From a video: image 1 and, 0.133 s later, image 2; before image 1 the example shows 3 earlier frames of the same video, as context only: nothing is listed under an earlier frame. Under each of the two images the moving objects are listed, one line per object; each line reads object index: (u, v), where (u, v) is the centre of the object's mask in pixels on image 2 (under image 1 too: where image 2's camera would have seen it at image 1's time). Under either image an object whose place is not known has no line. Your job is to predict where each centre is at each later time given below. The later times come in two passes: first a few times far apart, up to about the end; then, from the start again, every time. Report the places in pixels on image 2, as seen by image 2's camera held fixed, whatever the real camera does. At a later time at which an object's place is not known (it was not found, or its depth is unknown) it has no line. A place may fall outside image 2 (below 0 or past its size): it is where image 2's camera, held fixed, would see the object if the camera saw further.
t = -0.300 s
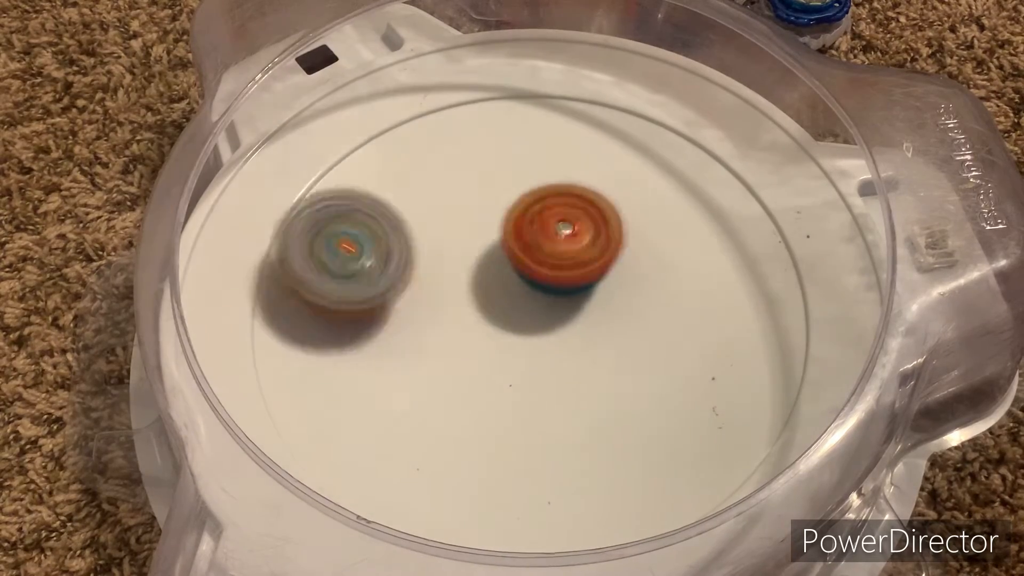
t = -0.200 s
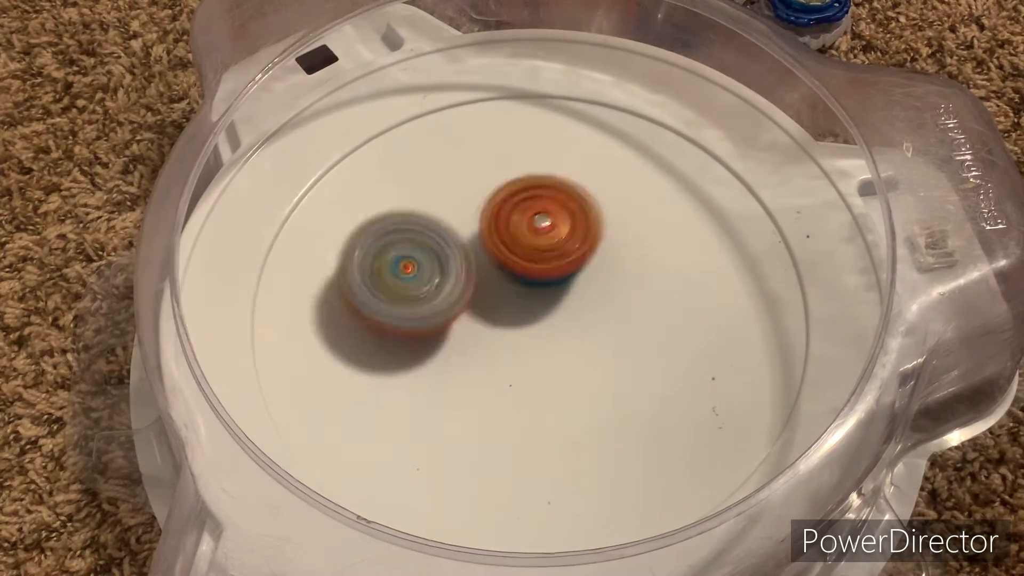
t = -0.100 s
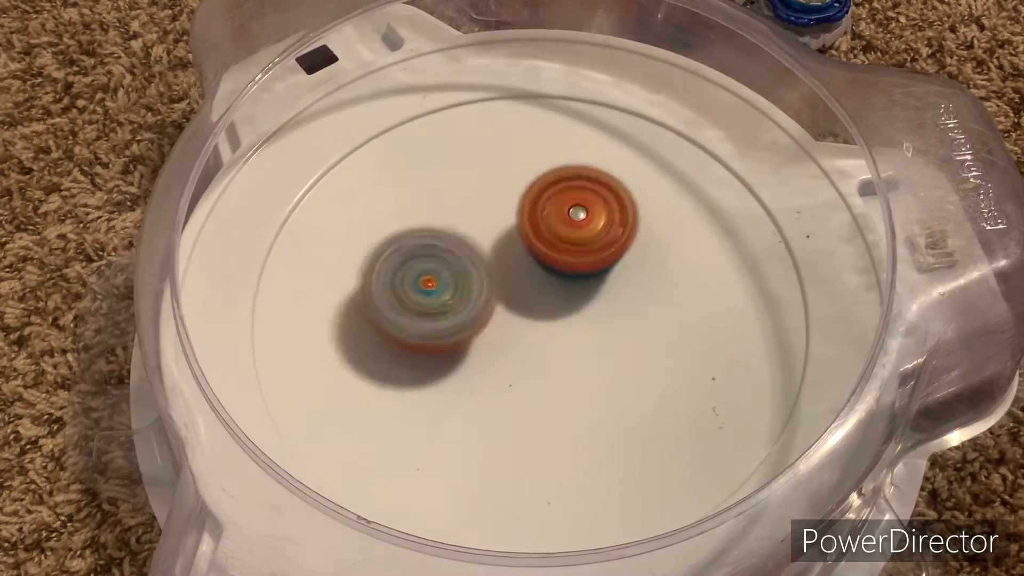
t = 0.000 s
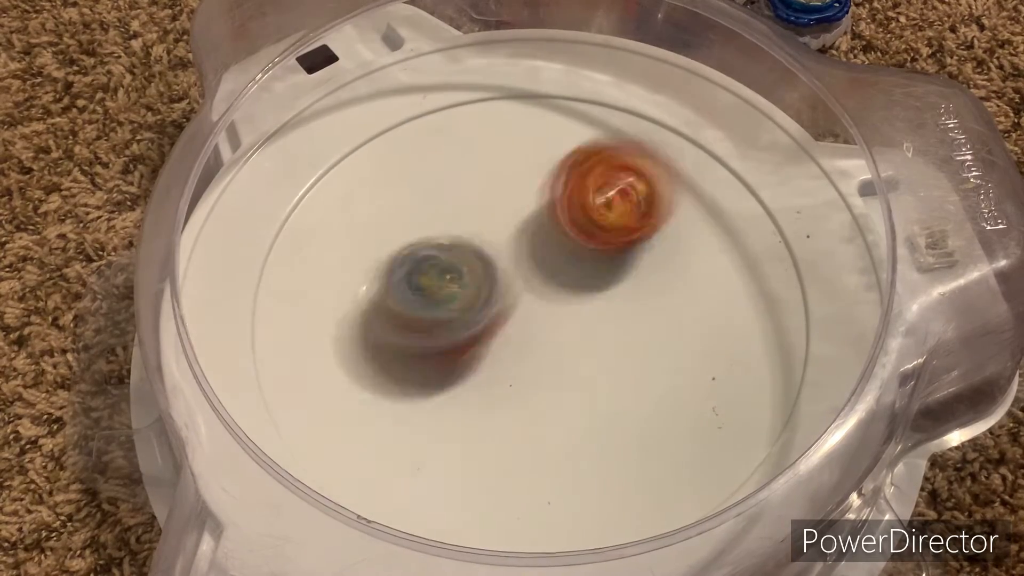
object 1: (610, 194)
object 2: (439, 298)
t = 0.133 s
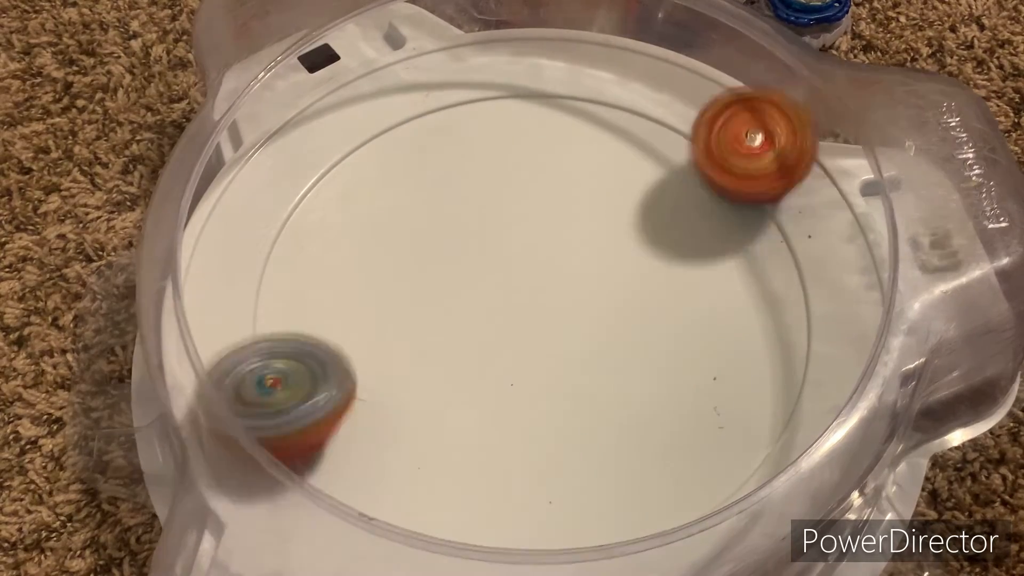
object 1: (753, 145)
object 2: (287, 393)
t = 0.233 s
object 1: (697, 223)
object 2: (276, 448)
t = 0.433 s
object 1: (567, 338)
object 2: (285, 502)
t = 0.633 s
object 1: (543, 408)
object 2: (376, 460)
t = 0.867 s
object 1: (764, 379)
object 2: (370, 352)
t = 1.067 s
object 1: (760, 319)
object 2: (404, 273)
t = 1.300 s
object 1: (642, 268)
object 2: (454, 209)
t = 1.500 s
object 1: (554, 267)
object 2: (479, 160)
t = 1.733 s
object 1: (449, 264)
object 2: (525, 135)
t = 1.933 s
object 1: (391, 277)
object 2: (585, 157)
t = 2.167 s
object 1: (400, 305)
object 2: (641, 222)
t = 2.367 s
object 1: (467, 315)
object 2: (659, 284)
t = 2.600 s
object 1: (519, 294)
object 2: (677, 355)
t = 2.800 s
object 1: (543, 270)
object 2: (653, 398)
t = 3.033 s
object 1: (556, 248)
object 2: (564, 416)
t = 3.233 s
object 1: (550, 253)
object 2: (482, 393)
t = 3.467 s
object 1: (547, 281)
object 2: (423, 346)
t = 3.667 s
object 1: (570, 299)
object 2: (410, 293)
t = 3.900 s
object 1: (587, 311)
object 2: (436, 233)
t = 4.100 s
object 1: (576, 308)
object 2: (486, 201)
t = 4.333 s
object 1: (536, 324)
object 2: (559, 184)
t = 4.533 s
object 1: (514, 352)
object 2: (616, 194)
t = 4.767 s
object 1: (500, 357)
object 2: (657, 242)
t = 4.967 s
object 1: (501, 332)
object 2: (658, 303)
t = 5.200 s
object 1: (465, 283)
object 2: (651, 367)
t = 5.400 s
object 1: (453, 250)
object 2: (603, 396)
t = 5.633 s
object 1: (475, 231)
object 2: (515, 386)
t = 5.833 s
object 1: (516, 236)
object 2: (459, 351)
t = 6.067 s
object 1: (581, 239)
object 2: (419, 304)
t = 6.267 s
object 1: (617, 265)
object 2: (432, 256)
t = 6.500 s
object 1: (621, 311)
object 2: (481, 221)
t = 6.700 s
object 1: (591, 346)
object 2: (540, 216)
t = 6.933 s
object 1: (526, 357)
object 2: (601, 236)
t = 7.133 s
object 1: (471, 339)
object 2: (631, 277)
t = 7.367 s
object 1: (442, 298)
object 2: (628, 330)
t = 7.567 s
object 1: (456, 261)
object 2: (590, 363)
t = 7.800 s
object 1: (505, 237)
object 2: (518, 369)
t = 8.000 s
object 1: (558, 240)
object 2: (465, 345)
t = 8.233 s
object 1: (605, 269)
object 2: (440, 296)
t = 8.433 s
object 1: (618, 308)
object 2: (450, 254)
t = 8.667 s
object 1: (593, 346)
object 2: (496, 223)
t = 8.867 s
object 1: (543, 355)
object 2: (548, 226)
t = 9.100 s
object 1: (481, 331)
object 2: (600, 254)
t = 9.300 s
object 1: (455, 293)
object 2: (620, 290)
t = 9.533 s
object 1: (465, 254)
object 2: (608, 337)
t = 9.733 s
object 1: (504, 238)
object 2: (568, 359)
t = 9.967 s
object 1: (571, 222)
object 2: (495, 376)
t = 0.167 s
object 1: (739, 172)
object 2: (284, 412)
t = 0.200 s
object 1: (719, 199)
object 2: (280, 432)
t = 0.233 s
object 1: (697, 223)
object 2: (276, 448)
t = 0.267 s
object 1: (674, 246)
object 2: (276, 460)
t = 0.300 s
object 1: (650, 268)
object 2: (281, 469)
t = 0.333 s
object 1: (625, 290)
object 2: (284, 481)
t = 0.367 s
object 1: (602, 307)
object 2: (284, 489)
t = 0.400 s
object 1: (583, 323)
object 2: (283, 496)
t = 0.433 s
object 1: (567, 338)
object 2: (285, 502)
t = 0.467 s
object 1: (554, 351)
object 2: (291, 503)
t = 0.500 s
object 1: (546, 362)
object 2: (302, 501)
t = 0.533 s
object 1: (542, 374)
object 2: (316, 495)
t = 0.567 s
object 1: (540, 385)
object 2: (333, 486)
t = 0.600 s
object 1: (541, 396)
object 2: (361, 461)
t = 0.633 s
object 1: (543, 408)
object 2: (376, 460)
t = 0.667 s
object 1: (545, 419)
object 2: (398, 453)
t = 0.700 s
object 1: (600, 421)
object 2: (377, 438)
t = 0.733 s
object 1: (654, 417)
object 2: (364, 419)
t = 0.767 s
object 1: (697, 410)
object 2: (362, 401)
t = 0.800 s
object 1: (730, 400)
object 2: (364, 383)
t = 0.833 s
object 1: (751, 390)
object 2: (367, 366)
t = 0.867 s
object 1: (764, 379)
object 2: (370, 352)
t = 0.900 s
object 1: (772, 370)
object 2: (374, 338)
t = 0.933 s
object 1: (776, 360)
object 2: (379, 324)
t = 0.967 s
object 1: (778, 350)
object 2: (384, 311)
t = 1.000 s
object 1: (775, 339)
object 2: (391, 297)
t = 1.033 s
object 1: (769, 329)
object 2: (397, 285)
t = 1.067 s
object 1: (760, 319)
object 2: (404, 273)
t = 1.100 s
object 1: (748, 309)
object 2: (411, 261)
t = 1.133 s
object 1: (733, 300)
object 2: (418, 251)
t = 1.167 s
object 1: (717, 293)
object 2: (424, 242)
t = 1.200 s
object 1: (699, 285)
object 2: (431, 232)
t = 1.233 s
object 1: (680, 279)
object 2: (439, 225)
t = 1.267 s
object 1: (661, 273)
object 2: (447, 216)
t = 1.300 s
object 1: (642, 268)
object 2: (454, 209)
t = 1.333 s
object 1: (623, 264)
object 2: (462, 202)
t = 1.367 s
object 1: (604, 261)
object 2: (470, 197)
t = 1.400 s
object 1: (587, 259)
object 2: (477, 190)
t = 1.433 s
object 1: (579, 264)
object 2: (474, 176)
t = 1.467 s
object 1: (568, 266)
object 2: (476, 166)
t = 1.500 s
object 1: (554, 267)
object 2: (479, 160)
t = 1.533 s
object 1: (538, 265)
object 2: (484, 153)
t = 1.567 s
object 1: (522, 264)
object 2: (490, 148)
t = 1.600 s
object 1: (507, 263)
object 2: (496, 145)
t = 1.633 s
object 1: (491, 263)
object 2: (503, 139)
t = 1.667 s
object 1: (476, 263)
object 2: (510, 136)
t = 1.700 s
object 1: (462, 263)
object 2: (517, 135)
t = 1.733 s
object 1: (449, 264)
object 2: (525, 135)
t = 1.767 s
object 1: (437, 265)
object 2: (534, 134)
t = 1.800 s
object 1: (424, 266)
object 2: (543, 137)
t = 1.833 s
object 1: (414, 267)
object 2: (554, 140)
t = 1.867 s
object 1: (405, 270)
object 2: (565, 144)
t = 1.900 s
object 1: (397, 274)
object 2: (575, 150)
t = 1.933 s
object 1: (391, 277)
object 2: (585, 157)
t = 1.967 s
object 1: (387, 280)
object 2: (595, 164)
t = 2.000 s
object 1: (384, 284)
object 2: (604, 171)
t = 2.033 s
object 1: (383, 289)
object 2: (613, 180)
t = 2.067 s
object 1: (384, 293)
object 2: (622, 190)
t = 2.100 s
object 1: (388, 297)
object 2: (629, 200)
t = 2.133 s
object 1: (393, 302)
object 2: (635, 211)
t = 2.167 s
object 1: (400, 305)
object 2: (641, 222)
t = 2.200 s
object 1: (409, 308)
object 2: (647, 232)
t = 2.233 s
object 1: (419, 311)
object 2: (652, 242)
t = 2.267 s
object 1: (430, 313)
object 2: (655, 251)
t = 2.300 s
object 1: (442, 315)
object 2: (657, 262)
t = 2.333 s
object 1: (454, 315)
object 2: (659, 272)
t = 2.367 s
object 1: (467, 315)
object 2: (659, 284)
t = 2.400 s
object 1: (481, 315)
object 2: (659, 293)
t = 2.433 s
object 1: (494, 314)
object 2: (658, 304)
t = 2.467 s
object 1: (508, 313)
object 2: (656, 314)
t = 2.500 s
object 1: (513, 308)
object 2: (662, 325)
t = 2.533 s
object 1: (511, 303)
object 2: (671, 335)
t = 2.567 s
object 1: (514, 298)
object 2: (675, 345)
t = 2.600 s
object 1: (519, 294)
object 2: (677, 355)
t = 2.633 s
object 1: (523, 290)
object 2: (676, 363)
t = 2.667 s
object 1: (527, 286)
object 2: (673, 371)
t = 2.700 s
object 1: (531, 282)
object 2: (670, 379)
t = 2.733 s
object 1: (535, 278)
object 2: (665, 386)
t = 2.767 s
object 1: (539, 274)
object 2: (660, 392)
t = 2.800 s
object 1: (543, 270)
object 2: (653, 398)
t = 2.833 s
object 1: (546, 266)
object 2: (644, 404)
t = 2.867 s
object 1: (548, 261)
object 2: (633, 407)
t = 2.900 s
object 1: (550, 258)
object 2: (621, 411)
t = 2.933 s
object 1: (553, 255)
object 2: (609, 414)
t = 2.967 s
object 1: (554, 252)
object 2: (595, 416)
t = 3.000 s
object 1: (555, 250)
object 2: (580, 416)
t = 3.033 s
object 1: (556, 248)
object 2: (564, 416)
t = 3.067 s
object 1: (556, 247)
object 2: (550, 413)
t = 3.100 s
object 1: (555, 247)
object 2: (535, 411)
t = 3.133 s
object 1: (555, 247)
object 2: (522, 407)
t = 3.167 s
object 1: (553, 247)
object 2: (509, 404)
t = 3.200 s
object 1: (551, 250)
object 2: (495, 399)
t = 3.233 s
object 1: (550, 253)
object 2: (482, 393)
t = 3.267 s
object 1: (549, 255)
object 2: (472, 387)
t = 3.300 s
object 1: (548, 259)
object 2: (461, 380)
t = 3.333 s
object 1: (546, 263)
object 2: (453, 374)
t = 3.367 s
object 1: (545, 268)
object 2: (445, 366)
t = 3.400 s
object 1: (543, 273)
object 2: (438, 357)
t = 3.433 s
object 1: (543, 278)
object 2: (432, 351)
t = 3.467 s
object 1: (547, 281)
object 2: (423, 346)
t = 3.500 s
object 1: (551, 284)
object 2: (419, 340)
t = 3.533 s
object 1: (555, 287)
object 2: (415, 330)
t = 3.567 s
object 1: (559, 290)
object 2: (411, 320)
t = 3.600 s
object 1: (563, 293)
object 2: (410, 312)
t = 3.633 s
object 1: (566, 296)
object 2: (408, 302)
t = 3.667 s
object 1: (570, 299)
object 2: (410, 293)
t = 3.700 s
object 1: (573, 302)
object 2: (412, 283)
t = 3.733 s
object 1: (577, 305)
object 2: (413, 274)
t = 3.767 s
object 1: (580, 307)
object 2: (417, 265)
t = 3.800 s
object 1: (582, 309)
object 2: (421, 256)
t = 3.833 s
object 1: (584, 310)
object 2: (426, 249)
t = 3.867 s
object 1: (586, 311)
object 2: (431, 240)
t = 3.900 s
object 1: (587, 311)
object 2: (436, 233)
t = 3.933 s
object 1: (588, 311)
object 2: (444, 226)
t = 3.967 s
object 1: (588, 310)
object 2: (451, 221)
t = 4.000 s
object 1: (586, 310)
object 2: (461, 215)
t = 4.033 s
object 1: (584, 309)
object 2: (469, 209)
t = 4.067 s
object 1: (580, 308)
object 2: (476, 204)
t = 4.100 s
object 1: (576, 308)
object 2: (486, 201)
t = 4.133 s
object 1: (571, 307)
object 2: (495, 199)
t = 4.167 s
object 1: (566, 307)
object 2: (506, 194)
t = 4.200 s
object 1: (560, 308)
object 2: (514, 193)
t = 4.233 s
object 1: (553, 308)
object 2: (525, 192)
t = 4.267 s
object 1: (547, 311)
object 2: (536, 191)
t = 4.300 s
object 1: (540, 318)
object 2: (549, 185)
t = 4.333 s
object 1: (536, 324)
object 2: (559, 184)
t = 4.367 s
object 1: (532, 330)
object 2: (568, 184)
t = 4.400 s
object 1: (528, 335)
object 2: (579, 184)
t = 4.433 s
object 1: (525, 340)
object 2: (588, 184)
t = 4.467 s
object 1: (521, 345)
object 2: (598, 186)
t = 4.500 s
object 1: (518, 348)
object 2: (606, 190)
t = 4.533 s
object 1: (514, 352)
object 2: (616, 194)
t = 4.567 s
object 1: (511, 354)
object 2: (623, 198)
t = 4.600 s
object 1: (508, 357)
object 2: (631, 203)
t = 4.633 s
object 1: (505, 358)
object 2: (637, 211)
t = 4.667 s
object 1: (503, 360)
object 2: (645, 218)
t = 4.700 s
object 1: (501, 360)
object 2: (649, 225)
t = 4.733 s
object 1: (501, 359)
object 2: (653, 234)
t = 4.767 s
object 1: (500, 357)
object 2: (657, 242)
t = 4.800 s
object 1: (499, 355)
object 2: (660, 253)
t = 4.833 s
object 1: (499, 351)
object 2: (661, 262)
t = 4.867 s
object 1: (500, 347)
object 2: (660, 274)
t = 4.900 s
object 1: (500, 343)
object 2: (659, 284)
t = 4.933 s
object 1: (501, 338)
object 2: (659, 294)
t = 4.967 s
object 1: (501, 332)
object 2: (658, 303)
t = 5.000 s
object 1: (502, 327)
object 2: (652, 316)
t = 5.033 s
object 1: (503, 321)
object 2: (649, 325)
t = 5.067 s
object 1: (492, 311)
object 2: (654, 335)
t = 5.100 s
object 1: (481, 302)
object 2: (656, 343)
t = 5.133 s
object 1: (475, 295)
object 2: (655, 353)
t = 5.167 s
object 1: (470, 289)
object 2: (653, 361)
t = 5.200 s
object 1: (465, 283)
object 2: (651, 367)
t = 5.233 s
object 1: (461, 277)
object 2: (645, 374)
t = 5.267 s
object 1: (458, 271)
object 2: (639, 380)
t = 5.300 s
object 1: (455, 266)
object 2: (633, 385)
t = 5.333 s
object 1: (453, 261)
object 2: (623, 389)
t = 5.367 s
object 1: (453, 255)
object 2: (613, 393)
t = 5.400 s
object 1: (453, 250)
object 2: (603, 396)
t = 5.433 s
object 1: (454, 246)
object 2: (589, 397)
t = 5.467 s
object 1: (456, 242)
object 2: (576, 398)
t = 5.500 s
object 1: (459, 239)
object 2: (563, 397)
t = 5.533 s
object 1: (462, 236)
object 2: (550, 395)
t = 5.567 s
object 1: (465, 234)
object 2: (536, 393)
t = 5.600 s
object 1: (469, 232)
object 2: (524, 390)
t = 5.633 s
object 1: (475, 231)
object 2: (515, 386)
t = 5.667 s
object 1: (481, 231)
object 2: (502, 381)
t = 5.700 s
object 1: (487, 231)
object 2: (492, 376)
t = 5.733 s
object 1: (493, 232)
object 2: (483, 370)
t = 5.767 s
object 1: (500, 233)
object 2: (473, 363)
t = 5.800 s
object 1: (507, 235)
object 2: (466, 354)
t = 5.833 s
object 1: (516, 236)
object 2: (459, 351)
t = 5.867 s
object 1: (528, 233)
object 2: (447, 347)
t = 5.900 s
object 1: (538, 233)
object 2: (440, 342)
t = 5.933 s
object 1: (547, 233)
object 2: (433, 337)
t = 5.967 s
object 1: (556, 234)
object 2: (427, 328)
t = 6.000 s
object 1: (565, 234)
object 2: (424, 321)
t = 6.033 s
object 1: (573, 236)
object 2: (421, 313)
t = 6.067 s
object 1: (581, 239)
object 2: (419, 304)
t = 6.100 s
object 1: (589, 241)
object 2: (418, 296)
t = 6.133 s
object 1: (596, 245)
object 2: (419, 289)
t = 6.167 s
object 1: (602, 249)
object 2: (421, 280)
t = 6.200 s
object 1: (608, 253)
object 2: (423, 272)
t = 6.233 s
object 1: (613, 259)
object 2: (428, 265)
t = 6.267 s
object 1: (617, 265)
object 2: (432, 256)
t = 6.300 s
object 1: (620, 271)
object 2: (436, 251)
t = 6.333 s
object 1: (622, 277)
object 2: (442, 244)
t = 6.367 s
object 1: (624, 284)
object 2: (449, 238)
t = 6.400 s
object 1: (624, 290)
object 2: (456, 233)
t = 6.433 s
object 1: (625, 298)
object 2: (465, 229)
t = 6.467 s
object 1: (623, 304)
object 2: (473, 224)
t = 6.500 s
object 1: (621, 311)
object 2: (481, 221)
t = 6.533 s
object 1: (618, 317)
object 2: (491, 218)
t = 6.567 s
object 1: (614, 324)
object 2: (500, 216)
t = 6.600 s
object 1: (609, 331)
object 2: (509, 215)
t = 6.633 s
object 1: (605, 336)
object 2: (520, 214)
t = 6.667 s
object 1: (598, 341)
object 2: (530, 214)
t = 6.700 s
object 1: (591, 346)
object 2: (540, 216)
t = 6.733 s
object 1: (584, 349)
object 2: (550, 216)
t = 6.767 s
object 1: (575, 353)
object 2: (560, 219)
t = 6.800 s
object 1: (566, 356)
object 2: (569, 221)
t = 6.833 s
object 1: (557, 357)
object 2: (578, 223)
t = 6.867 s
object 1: (546, 358)
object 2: (585, 228)
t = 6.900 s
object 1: (537, 358)
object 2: (595, 233)
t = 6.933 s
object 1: (526, 357)
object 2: (601, 236)
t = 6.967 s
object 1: (515, 356)
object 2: (608, 243)
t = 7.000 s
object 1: (506, 354)
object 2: (615, 249)
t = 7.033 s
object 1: (497, 351)
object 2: (620, 255)
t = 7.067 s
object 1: (488, 347)
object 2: (624, 262)
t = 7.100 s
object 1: (480, 343)
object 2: (629, 269)
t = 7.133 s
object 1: (471, 339)
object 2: (631, 277)
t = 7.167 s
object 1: (465, 335)
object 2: (633, 286)
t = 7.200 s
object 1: (459, 329)
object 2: (635, 292)
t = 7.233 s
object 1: (453, 323)
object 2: (634, 301)
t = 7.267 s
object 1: (450, 317)
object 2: (634, 310)
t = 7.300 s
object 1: (446, 310)
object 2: (633, 314)
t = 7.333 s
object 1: (444, 304)
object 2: (630, 323)
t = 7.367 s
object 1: (442, 298)
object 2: (628, 330)
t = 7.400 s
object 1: (442, 291)
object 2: (623, 338)
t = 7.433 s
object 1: (443, 285)
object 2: (618, 344)
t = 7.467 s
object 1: (445, 278)
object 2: (614, 349)
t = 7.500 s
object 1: (448, 272)
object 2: (605, 356)
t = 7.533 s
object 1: (451, 267)
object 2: (597, 361)
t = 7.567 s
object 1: (456, 261)
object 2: (590, 363)
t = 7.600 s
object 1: (462, 257)
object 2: (580, 367)
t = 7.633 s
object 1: (468, 253)
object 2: (571, 370)
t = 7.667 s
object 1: (474, 248)
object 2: (558, 372)
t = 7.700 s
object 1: (481, 245)
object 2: (548, 371)
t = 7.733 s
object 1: (489, 241)
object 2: (539, 371)
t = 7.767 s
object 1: (497, 239)
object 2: (528, 372)
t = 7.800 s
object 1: (505, 237)
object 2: (518, 369)
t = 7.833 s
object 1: (513, 236)
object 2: (507, 366)
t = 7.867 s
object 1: (522, 236)
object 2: (498, 363)
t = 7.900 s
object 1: (531, 236)
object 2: (490, 360)
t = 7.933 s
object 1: (540, 237)
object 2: (480, 355)
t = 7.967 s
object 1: (549, 238)
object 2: (472, 352)
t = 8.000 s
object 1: (558, 240)
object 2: (465, 345)
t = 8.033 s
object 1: (566, 243)
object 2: (459, 339)
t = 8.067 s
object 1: (574, 246)
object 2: (455, 332)
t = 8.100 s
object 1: (582, 250)
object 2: (448, 326)
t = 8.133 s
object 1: (588, 254)
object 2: (444, 318)
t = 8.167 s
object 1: (595, 259)
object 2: (442, 310)
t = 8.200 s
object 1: (600, 263)
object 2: (440, 303)
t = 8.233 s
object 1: (605, 269)
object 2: (440, 296)
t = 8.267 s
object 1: (610, 274)
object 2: (438, 289)
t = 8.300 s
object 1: (613, 282)
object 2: (438, 282)
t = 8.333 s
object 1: (616, 289)
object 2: (441, 274)
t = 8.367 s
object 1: (617, 295)
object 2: (443, 267)
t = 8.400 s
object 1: (618, 302)
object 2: (447, 261)
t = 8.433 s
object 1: (618, 308)
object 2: (450, 254)
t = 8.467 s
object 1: (617, 316)
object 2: (455, 249)
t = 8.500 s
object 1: (615, 322)
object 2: (462, 243)
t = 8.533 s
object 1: (612, 329)
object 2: (468, 238)
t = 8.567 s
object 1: (609, 333)
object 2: (476, 234)
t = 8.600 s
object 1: (604, 339)
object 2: (480, 231)
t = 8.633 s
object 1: (599, 343)
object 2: (489, 228)
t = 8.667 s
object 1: (593, 346)
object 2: (496, 223)
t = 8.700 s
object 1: (587, 349)
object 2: (504, 222)
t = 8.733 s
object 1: (579, 351)
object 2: (513, 221)
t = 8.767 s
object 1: (570, 354)
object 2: (521, 221)
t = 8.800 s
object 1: (562, 355)
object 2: (531, 223)
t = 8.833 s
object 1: (552, 355)
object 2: (540, 224)
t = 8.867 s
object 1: (543, 355)
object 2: (548, 226)
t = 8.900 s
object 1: (532, 354)
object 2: (556, 228)
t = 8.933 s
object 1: (523, 352)
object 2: (564, 231)
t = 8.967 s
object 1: (513, 349)
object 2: (574, 233)
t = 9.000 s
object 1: (505, 345)
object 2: (580, 238)
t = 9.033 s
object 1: (496, 341)
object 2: (588, 244)
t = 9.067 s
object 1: (488, 337)
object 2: (594, 247)
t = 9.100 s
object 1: (481, 331)
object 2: (600, 254)
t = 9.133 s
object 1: (474, 326)
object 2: (605, 258)
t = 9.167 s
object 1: (469, 320)
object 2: (609, 265)
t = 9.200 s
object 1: (463, 314)
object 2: (614, 270)
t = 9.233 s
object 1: (460, 307)
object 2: (616, 278)
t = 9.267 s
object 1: (456, 300)
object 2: (619, 285)
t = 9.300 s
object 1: (455, 293)
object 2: (620, 290)
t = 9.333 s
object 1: (453, 287)
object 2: (620, 298)
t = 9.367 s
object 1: (453, 281)
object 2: (620, 303)
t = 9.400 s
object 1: (453, 275)
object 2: (618, 312)
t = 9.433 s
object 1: (455, 269)
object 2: (618, 318)
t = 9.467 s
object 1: (457, 264)
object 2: (615, 326)
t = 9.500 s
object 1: (461, 260)
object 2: (612, 332)
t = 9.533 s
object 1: (465, 254)
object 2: (608, 337)
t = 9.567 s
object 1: (471, 251)
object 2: (603, 343)
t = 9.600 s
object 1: (477, 247)
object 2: (598, 347)
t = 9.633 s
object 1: (483, 244)
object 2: (590, 351)
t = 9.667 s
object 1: (489, 241)
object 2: (584, 354)
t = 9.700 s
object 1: (497, 239)
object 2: (575, 357)
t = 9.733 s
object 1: (504, 238)
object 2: (568, 359)
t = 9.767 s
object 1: (512, 237)
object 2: (558, 360)
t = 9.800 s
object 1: (520, 238)
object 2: (549, 361)
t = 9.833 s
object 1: (528, 239)
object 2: (539, 360)
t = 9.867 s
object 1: (537, 240)
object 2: (530, 359)
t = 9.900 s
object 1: (547, 237)
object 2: (519, 362)
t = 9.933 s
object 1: (561, 226)
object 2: (503, 373)
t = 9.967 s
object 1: (571, 222)
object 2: (495, 376)
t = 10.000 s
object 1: (579, 221)
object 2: (487, 380)
